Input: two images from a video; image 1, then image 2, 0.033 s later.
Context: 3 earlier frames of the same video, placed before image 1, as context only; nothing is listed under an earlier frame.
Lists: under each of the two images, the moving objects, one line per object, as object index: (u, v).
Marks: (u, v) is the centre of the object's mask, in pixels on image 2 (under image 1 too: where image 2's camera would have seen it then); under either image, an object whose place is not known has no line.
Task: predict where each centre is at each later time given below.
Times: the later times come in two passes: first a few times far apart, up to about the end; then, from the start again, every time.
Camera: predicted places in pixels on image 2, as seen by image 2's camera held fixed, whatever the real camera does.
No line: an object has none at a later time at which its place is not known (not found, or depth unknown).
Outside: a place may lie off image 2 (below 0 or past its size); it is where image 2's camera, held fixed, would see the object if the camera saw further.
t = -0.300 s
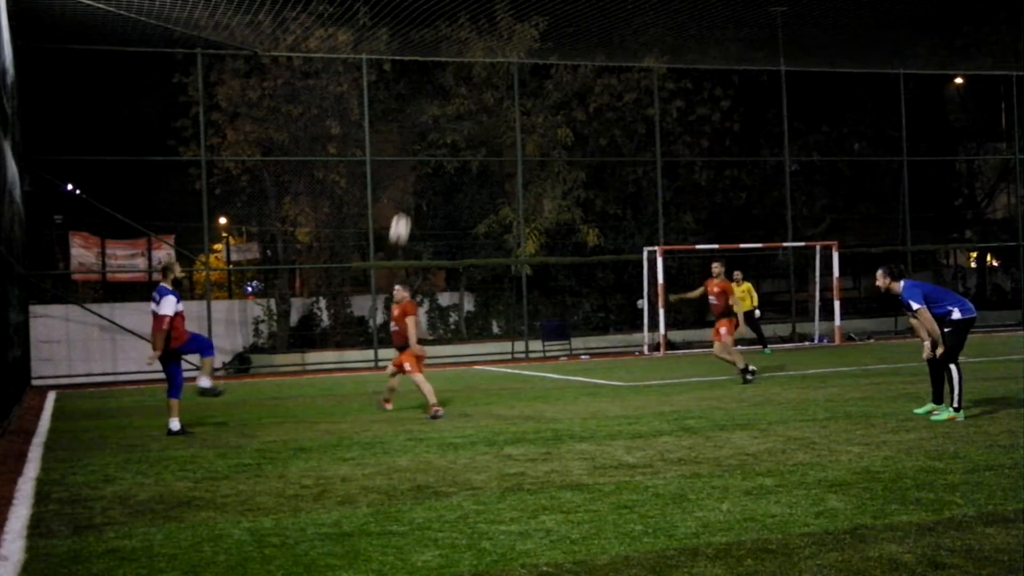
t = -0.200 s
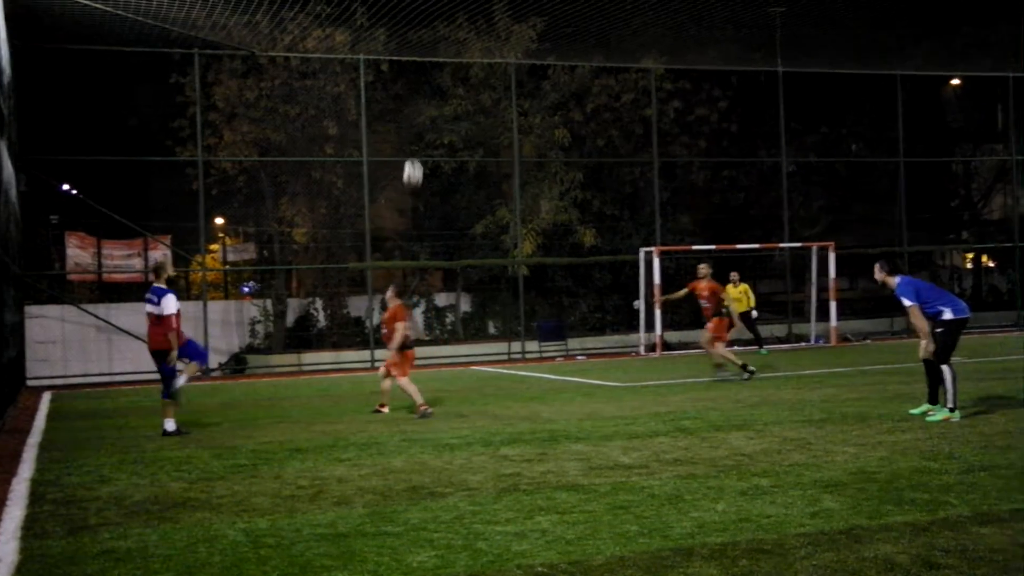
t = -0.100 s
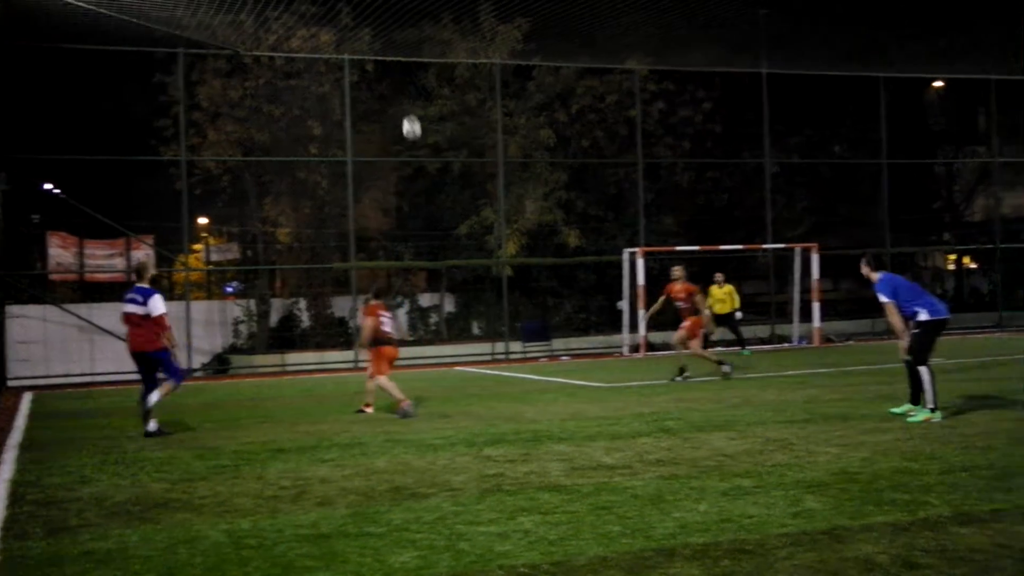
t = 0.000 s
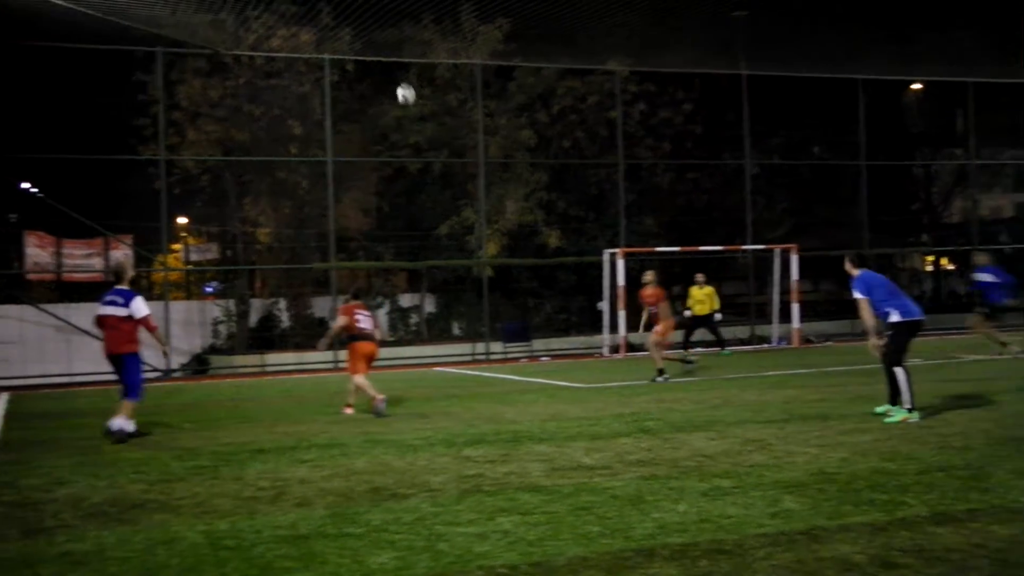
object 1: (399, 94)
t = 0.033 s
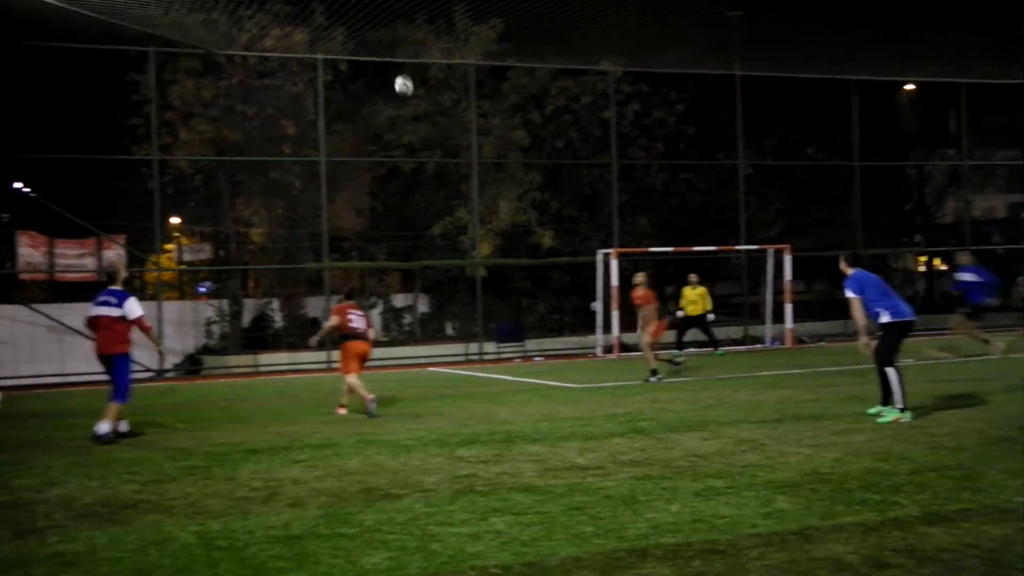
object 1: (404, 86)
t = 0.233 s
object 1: (427, 50)
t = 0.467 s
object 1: (451, 47)
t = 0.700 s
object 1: (475, 75)
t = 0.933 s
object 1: (497, 129)
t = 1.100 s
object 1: (512, 180)
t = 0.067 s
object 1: (408, 77)
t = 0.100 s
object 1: (412, 70)
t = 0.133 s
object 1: (416, 64)
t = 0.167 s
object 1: (420, 58)
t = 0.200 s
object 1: (423, 54)
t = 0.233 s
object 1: (427, 50)
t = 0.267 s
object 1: (431, 48)
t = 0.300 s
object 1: (434, 46)
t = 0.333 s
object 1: (438, 45)
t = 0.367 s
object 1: (441, 44)
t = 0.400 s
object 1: (445, 44)
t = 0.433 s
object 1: (448, 45)
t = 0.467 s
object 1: (451, 47)
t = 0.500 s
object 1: (455, 49)
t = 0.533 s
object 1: (459, 52)
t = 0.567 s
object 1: (462, 55)
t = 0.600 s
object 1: (465, 59)
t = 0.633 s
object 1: (468, 64)
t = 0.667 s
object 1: (472, 69)
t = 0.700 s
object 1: (475, 75)
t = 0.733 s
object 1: (478, 81)
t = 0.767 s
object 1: (481, 87)
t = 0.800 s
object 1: (484, 95)
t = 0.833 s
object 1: (487, 103)
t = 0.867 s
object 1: (490, 111)
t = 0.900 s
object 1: (494, 120)
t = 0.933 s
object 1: (497, 129)
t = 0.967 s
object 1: (500, 138)
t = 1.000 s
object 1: (503, 148)
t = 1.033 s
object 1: (506, 158)
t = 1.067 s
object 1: (509, 169)
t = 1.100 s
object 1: (512, 180)
